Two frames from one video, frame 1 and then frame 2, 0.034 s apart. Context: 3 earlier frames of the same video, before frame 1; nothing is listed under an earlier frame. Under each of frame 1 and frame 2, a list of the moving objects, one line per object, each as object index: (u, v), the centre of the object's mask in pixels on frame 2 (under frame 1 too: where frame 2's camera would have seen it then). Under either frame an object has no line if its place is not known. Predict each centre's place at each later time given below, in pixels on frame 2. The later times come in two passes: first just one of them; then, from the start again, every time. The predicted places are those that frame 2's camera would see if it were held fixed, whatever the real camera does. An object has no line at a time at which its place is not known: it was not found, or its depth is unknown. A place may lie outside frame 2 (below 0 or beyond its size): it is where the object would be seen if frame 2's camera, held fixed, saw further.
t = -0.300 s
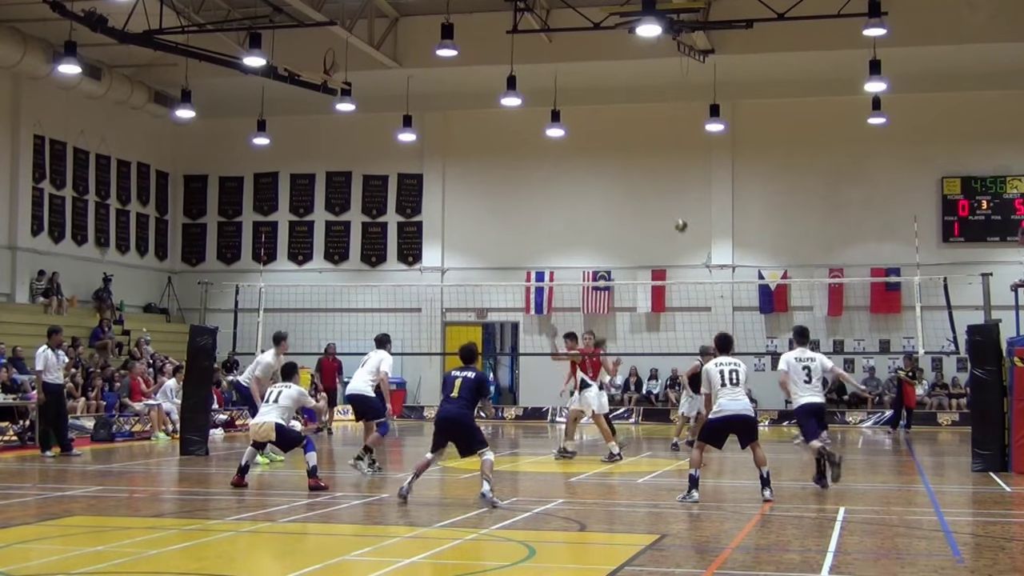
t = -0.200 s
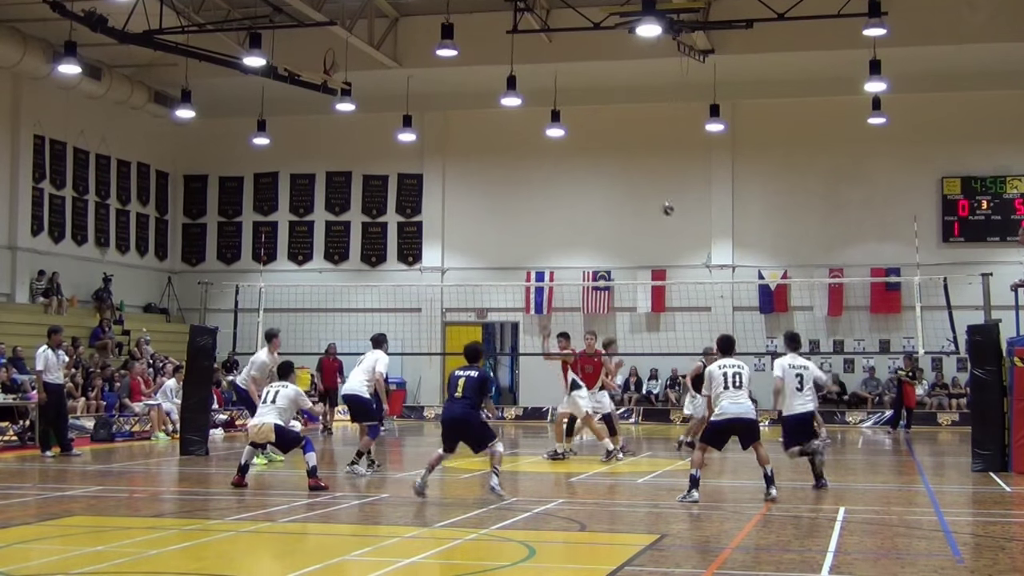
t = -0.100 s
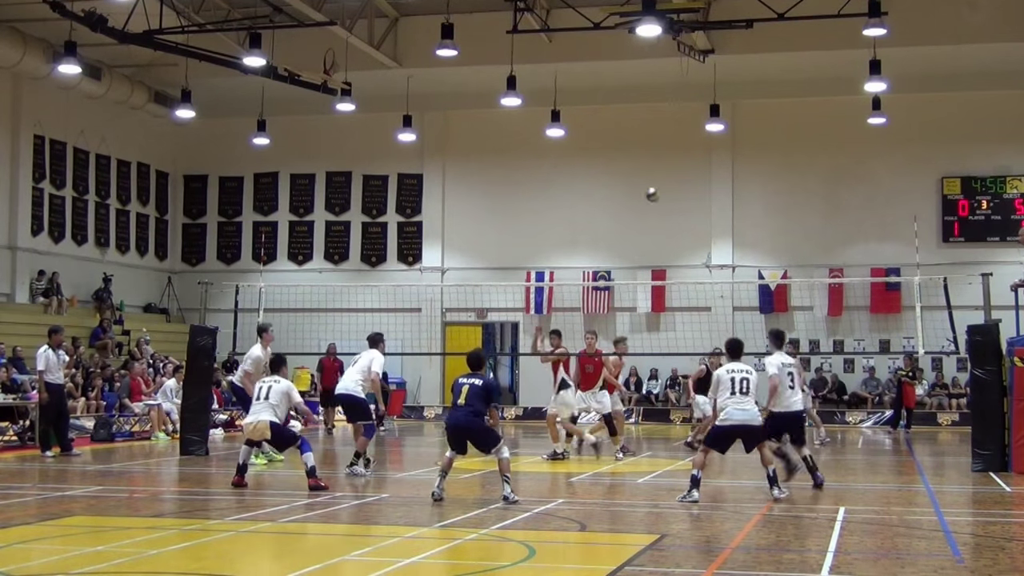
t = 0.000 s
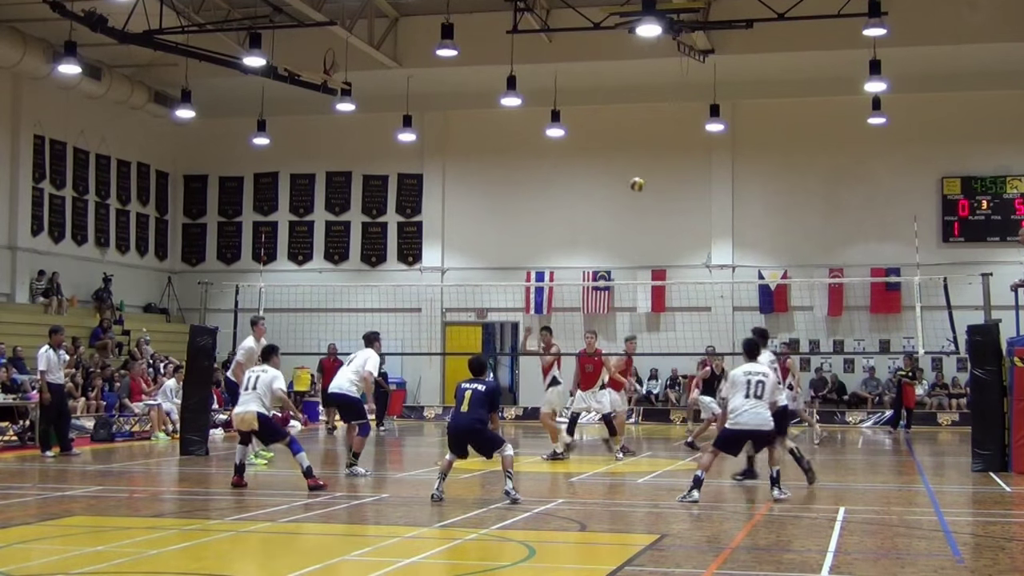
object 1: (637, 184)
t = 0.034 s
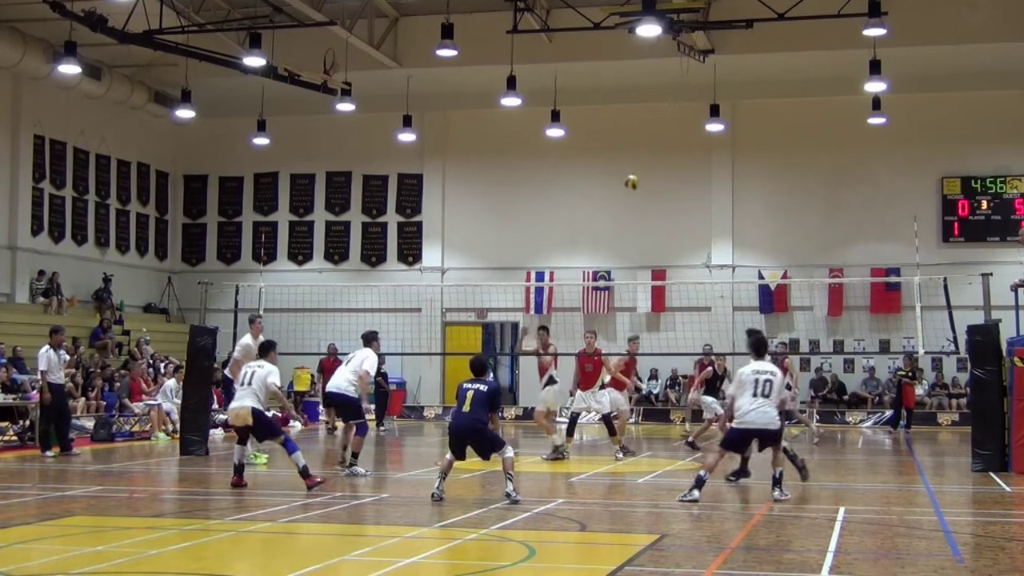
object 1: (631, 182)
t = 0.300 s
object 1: (582, 192)
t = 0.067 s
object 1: (626, 180)
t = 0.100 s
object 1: (621, 179)
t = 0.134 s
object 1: (614, 179)
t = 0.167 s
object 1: (608, 180)
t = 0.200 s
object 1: (603, 181)
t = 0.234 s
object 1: (596, 183)
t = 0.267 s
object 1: (590, 187)
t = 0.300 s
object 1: (582, 192)
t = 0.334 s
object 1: (575, 199)
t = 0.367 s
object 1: (569, 205)
